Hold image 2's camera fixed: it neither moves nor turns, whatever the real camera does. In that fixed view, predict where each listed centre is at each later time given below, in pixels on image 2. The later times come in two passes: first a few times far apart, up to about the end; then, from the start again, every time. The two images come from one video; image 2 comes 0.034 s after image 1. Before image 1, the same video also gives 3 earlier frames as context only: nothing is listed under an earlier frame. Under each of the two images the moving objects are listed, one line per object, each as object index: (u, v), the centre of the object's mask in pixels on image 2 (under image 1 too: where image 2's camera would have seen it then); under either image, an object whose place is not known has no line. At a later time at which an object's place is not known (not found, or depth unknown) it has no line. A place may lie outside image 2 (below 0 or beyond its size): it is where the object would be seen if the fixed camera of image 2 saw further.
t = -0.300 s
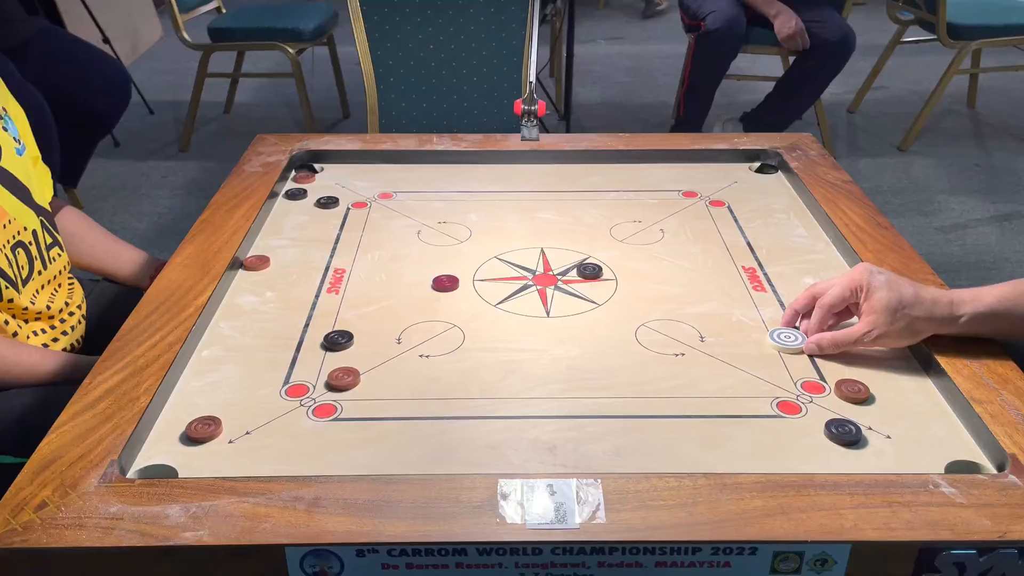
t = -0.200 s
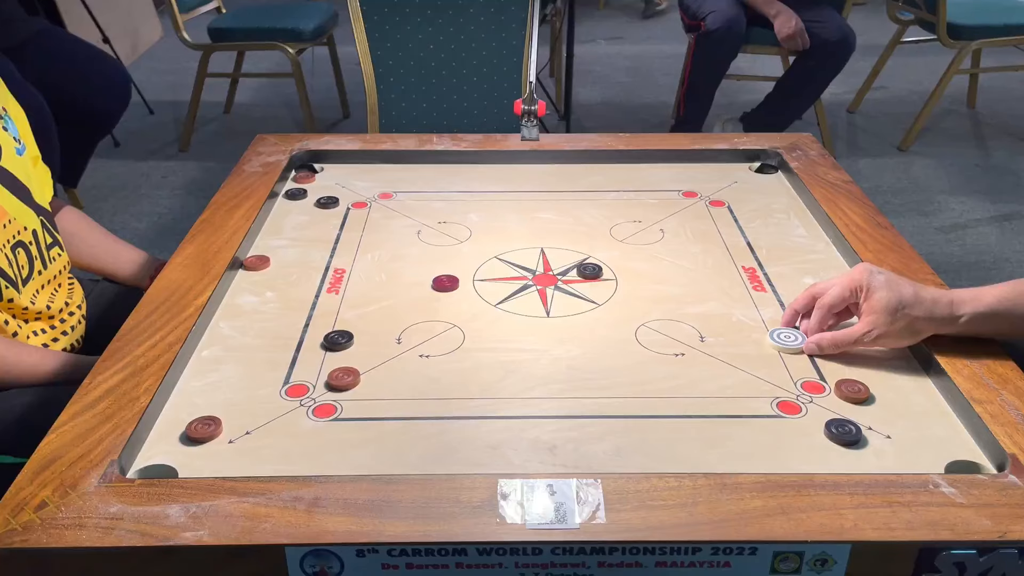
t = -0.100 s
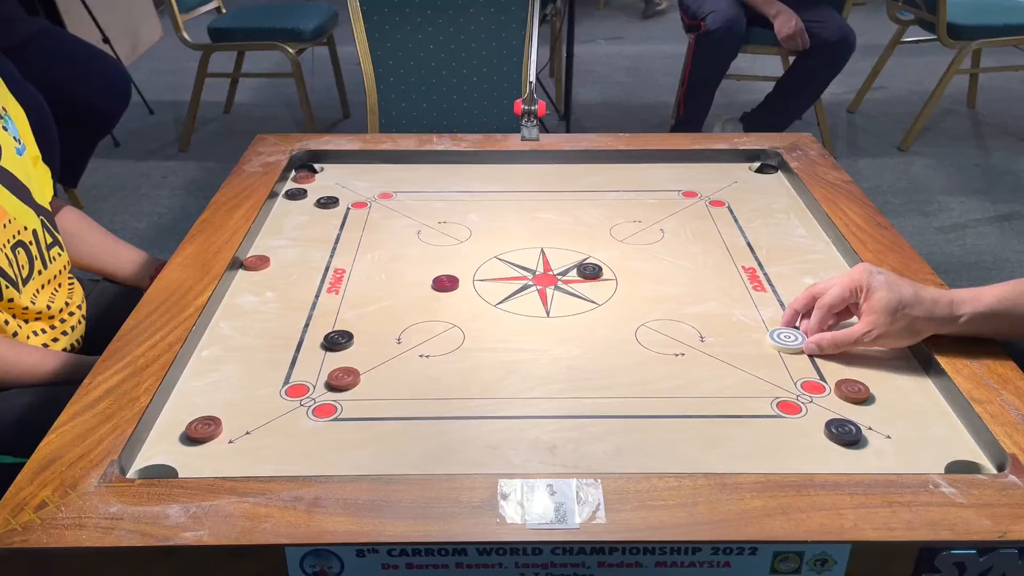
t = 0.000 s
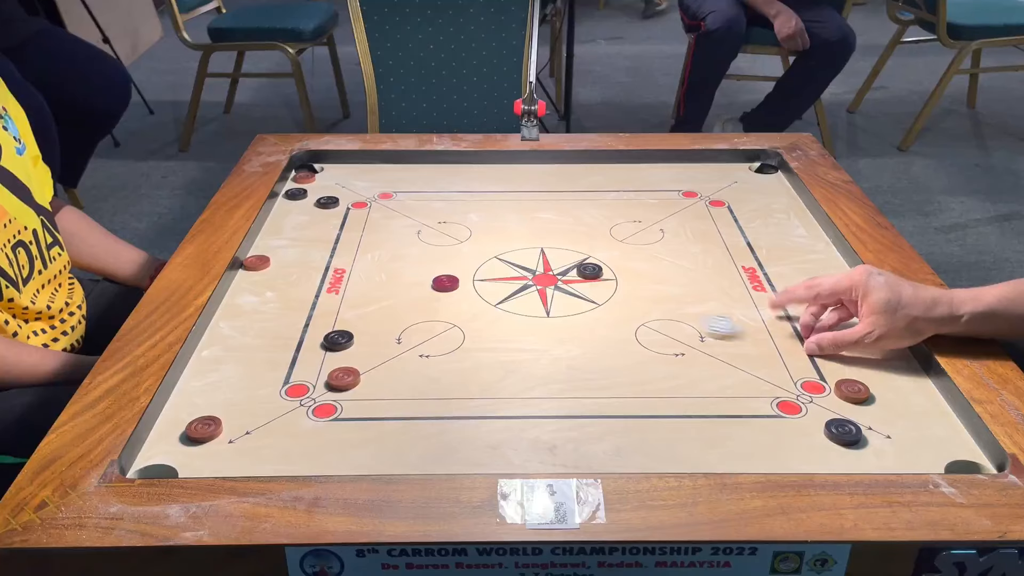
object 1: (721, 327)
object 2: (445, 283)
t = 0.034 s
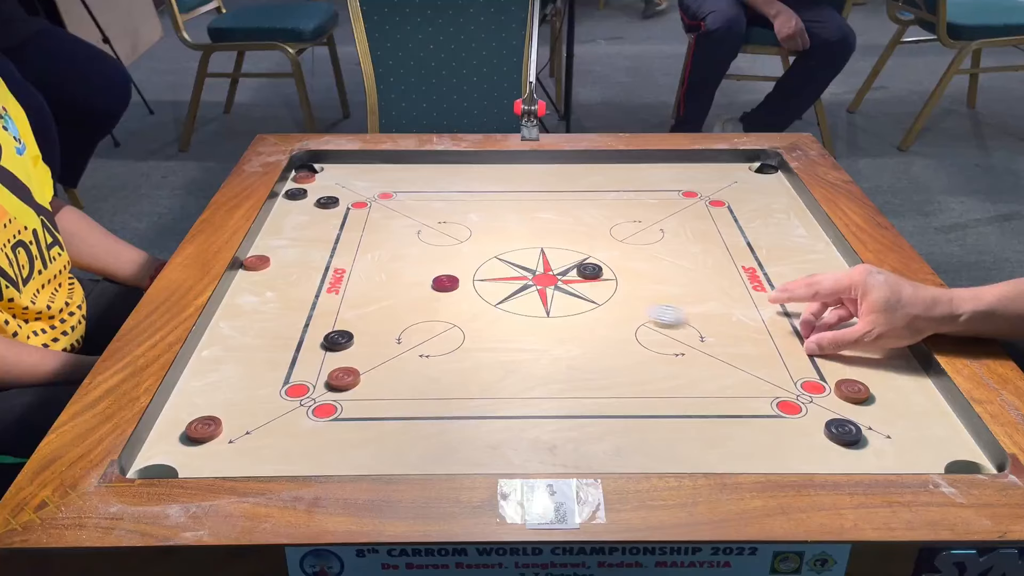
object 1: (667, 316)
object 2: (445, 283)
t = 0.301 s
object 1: (390, 242)
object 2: (270, 303)
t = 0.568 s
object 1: (310, 203)
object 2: (447, 305)
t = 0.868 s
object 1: (402, 192)
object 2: (663, 303)
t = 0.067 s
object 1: (616, 307)
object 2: (445, 283)
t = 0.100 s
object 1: (569, 297)
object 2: (445, 283)
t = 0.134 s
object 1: (523, 288)
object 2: (445, 283)
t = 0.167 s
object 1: (480, 279)
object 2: (445, 283)
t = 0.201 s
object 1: (453, 268)
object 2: (407, 288)
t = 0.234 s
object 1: (431, 260)
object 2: (362, 293)
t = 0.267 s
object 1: (410, 251)
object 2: (316, 298)
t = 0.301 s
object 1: (390, 242)
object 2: (270, 303)
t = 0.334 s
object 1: (370, 234)
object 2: (234, 308)
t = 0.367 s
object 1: (353, 227)
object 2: (267, 307)
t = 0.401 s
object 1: (337, 221)
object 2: (300, 307)
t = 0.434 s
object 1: (321, 213)
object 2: (331, 307)
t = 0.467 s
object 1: (305, 210)
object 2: (361, 306)
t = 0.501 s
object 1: (290, 207)
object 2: (391, 306)
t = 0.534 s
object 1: (296, 205)
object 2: (420, 306)
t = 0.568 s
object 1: (310, 203)
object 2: (447, 305)
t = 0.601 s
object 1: (324, 202)
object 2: (474, 305)
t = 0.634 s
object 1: (335, 200)
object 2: (500, 305)
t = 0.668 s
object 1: (348, 199)
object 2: (526, 305)
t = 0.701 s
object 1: (359, 198)
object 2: (551, 305)
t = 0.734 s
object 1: (369, 196)
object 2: (575, 304)
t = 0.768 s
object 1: (379, 195)
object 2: (598, 304)
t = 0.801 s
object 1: (387, 194)
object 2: (620, 304)
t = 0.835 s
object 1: (395, 193)
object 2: (642, 304)
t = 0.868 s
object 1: (402, 192)
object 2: (663, 303)
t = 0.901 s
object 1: (409, 191)
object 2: (683, 303)
